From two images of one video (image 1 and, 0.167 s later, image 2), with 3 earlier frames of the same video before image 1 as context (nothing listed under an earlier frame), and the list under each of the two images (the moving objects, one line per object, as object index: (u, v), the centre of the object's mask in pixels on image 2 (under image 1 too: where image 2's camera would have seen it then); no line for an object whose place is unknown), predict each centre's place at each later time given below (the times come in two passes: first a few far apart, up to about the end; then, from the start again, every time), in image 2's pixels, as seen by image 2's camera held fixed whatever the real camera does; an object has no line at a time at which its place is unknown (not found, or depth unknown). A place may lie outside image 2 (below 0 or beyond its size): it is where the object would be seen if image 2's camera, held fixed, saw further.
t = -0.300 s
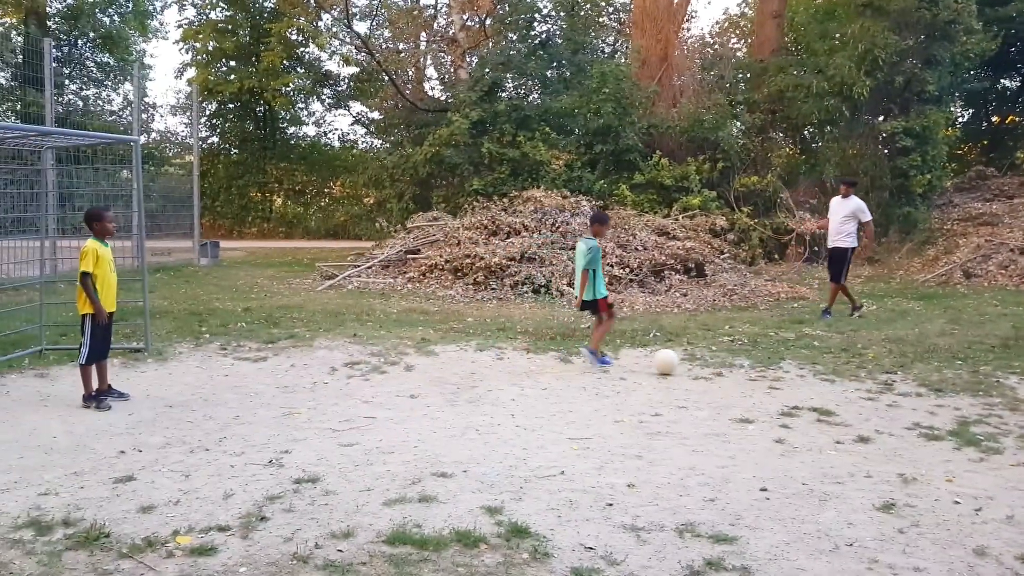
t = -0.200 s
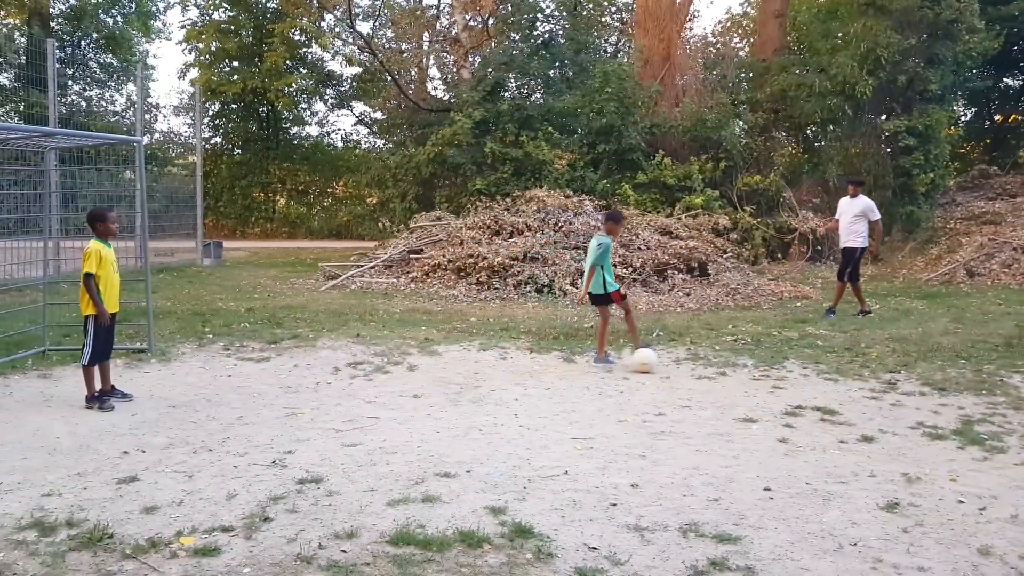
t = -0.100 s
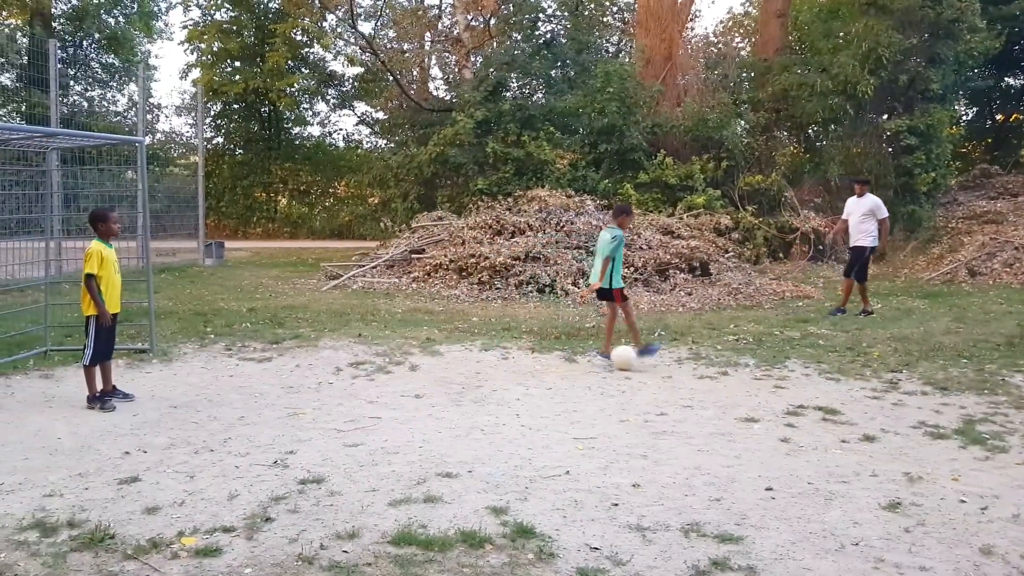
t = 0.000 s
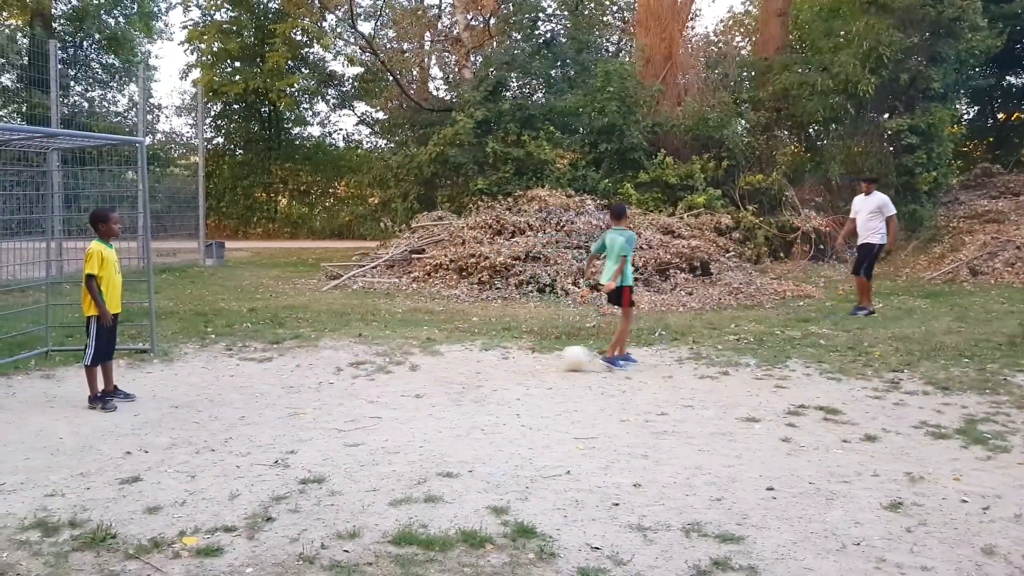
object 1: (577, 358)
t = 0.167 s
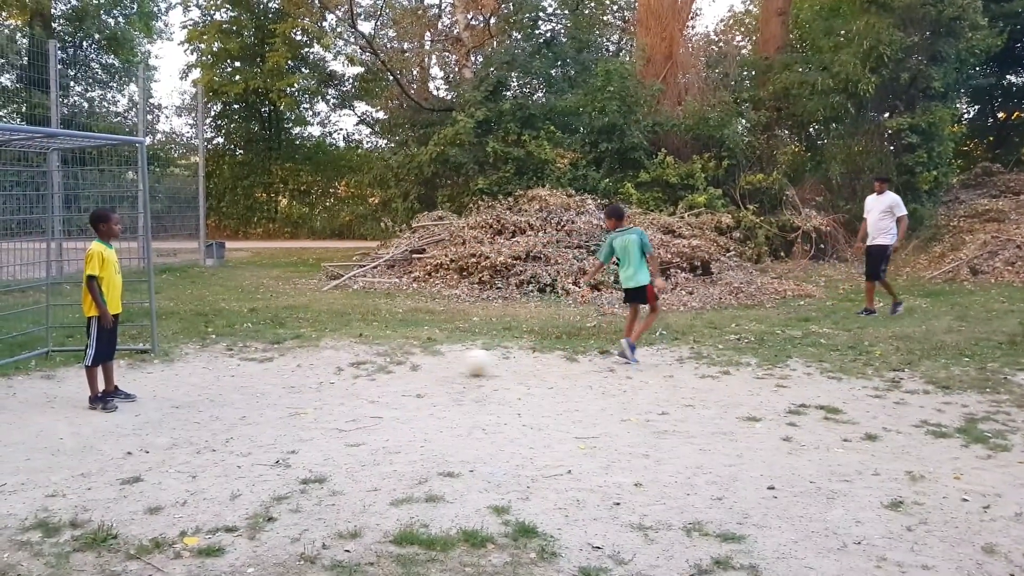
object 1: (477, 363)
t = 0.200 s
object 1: (458, 363)
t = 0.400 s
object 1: (358, 368)
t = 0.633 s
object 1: (253, 373)
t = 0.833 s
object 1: (166, 375)
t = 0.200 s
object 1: (458, 363)
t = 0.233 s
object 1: (439, 365)
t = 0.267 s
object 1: (425, 364)
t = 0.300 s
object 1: (407, 363)
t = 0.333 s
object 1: (392, 364)
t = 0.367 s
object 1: (375, 365)
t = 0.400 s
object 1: (358, 368)
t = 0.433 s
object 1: (343, 369)
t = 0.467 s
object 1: (326, 372)
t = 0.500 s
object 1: (312, 372)
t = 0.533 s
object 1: (298, 372)
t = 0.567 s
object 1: (283, 373)
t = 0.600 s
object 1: (268, 375)
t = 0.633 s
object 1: (253, 373)
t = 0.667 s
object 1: (239, 372)
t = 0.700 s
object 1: (224, 373)
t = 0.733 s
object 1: (210, 375)
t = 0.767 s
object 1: (196, 375)
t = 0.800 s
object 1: (180, 374)
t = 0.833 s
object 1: (166, 375)
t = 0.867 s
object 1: (152, 374)
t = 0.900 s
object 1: (136, 374)
